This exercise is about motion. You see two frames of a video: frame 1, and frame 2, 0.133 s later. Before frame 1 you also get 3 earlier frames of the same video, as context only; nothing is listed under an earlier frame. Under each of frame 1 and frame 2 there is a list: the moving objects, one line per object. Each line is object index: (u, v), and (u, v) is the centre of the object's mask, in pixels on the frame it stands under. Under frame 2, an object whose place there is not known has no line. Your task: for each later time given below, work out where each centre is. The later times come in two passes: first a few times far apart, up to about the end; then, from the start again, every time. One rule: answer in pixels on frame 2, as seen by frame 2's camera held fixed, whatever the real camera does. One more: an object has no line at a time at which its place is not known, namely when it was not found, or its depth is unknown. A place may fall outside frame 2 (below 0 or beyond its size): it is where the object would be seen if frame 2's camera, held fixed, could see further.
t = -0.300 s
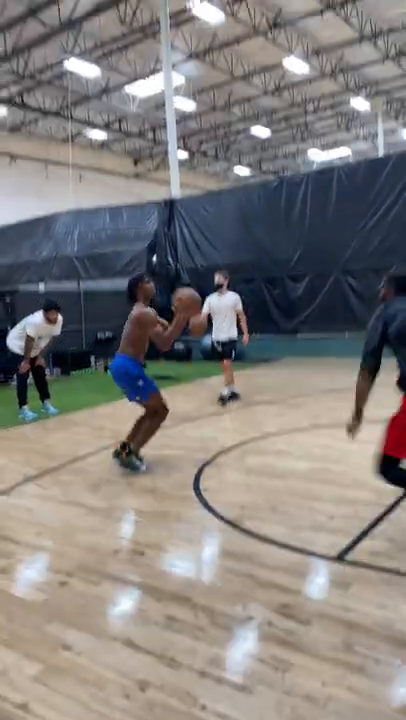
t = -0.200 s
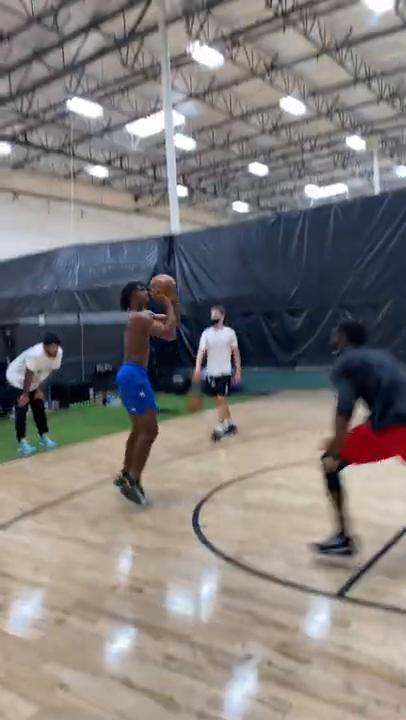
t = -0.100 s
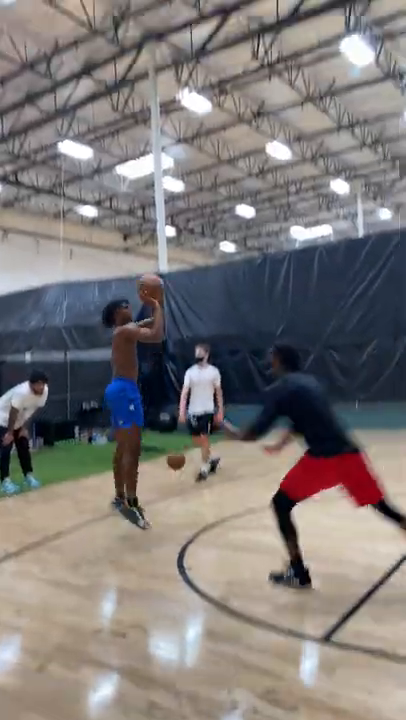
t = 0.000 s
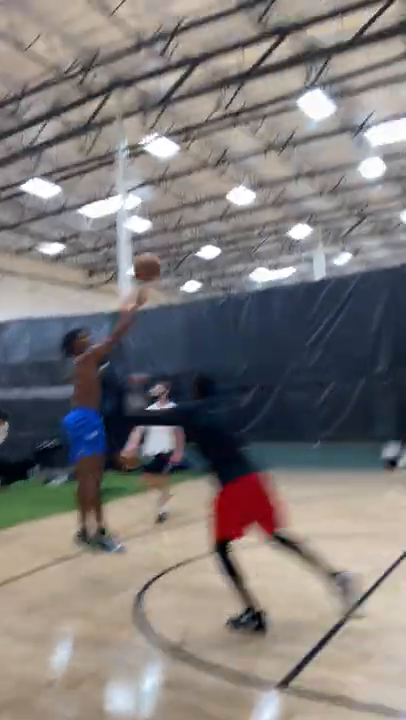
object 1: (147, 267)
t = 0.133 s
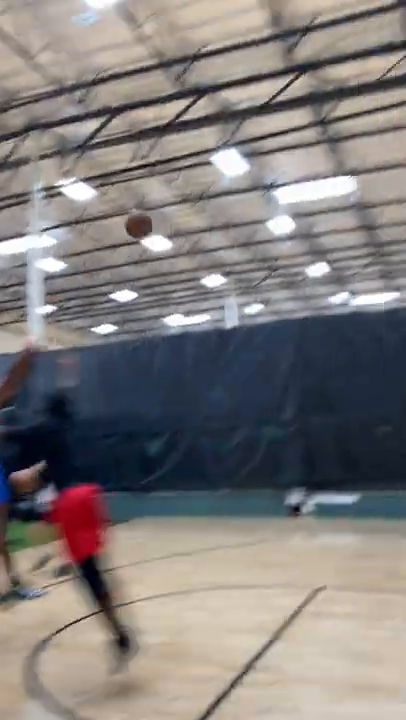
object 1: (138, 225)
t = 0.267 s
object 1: (219, 157)
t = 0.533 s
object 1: (391, 75)
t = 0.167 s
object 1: (159, 208)
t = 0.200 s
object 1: (178, 190)
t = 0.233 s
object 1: (199, 174)
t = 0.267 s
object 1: (219, 157)
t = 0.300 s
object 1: (240, 144)
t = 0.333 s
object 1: (259, 129)
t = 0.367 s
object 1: (280, 117)
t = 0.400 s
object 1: (302, 107)
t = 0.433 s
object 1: (323, 99)
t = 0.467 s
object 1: (345, 89)
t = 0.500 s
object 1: (368, 81)
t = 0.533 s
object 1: (391, 75)
